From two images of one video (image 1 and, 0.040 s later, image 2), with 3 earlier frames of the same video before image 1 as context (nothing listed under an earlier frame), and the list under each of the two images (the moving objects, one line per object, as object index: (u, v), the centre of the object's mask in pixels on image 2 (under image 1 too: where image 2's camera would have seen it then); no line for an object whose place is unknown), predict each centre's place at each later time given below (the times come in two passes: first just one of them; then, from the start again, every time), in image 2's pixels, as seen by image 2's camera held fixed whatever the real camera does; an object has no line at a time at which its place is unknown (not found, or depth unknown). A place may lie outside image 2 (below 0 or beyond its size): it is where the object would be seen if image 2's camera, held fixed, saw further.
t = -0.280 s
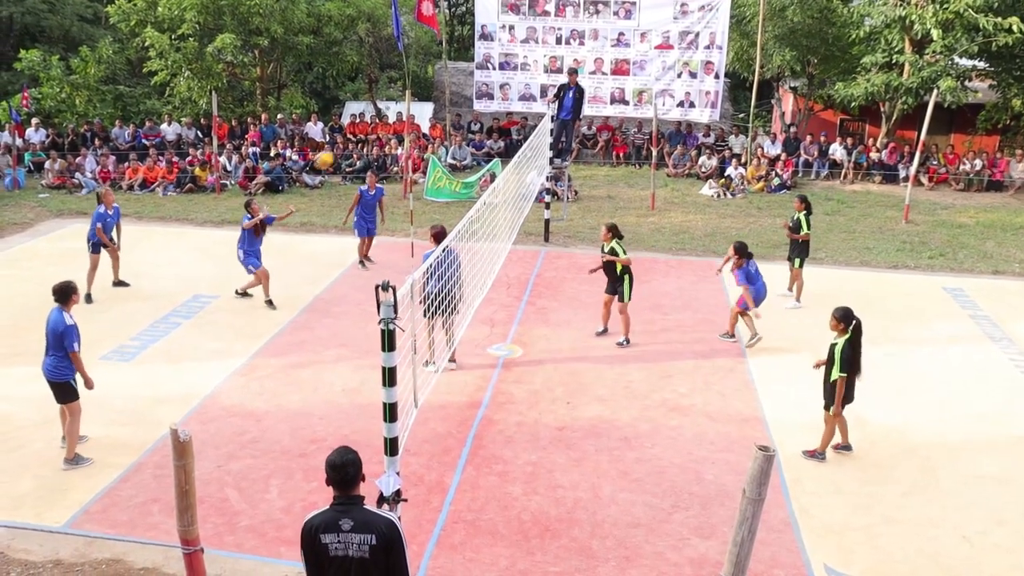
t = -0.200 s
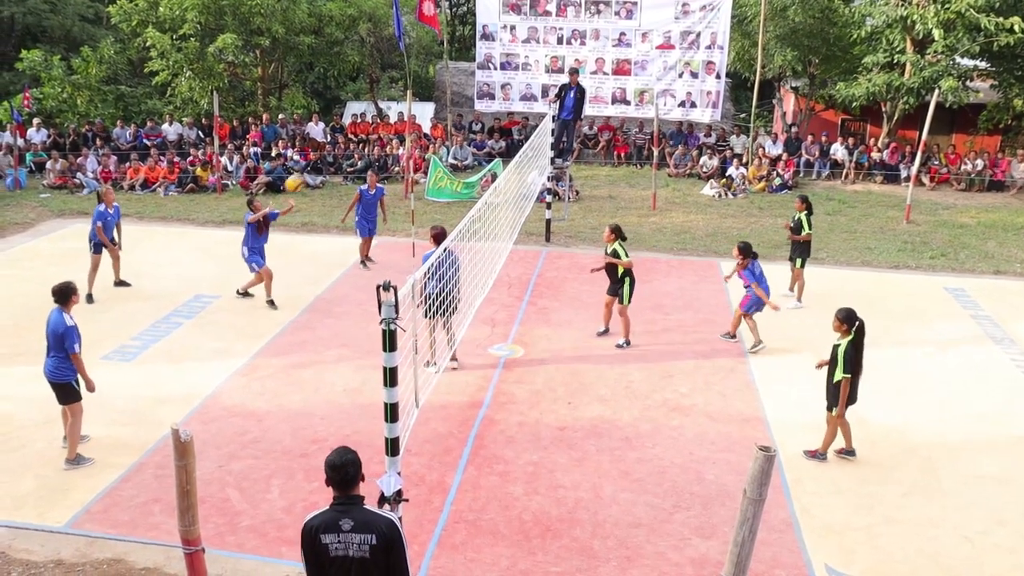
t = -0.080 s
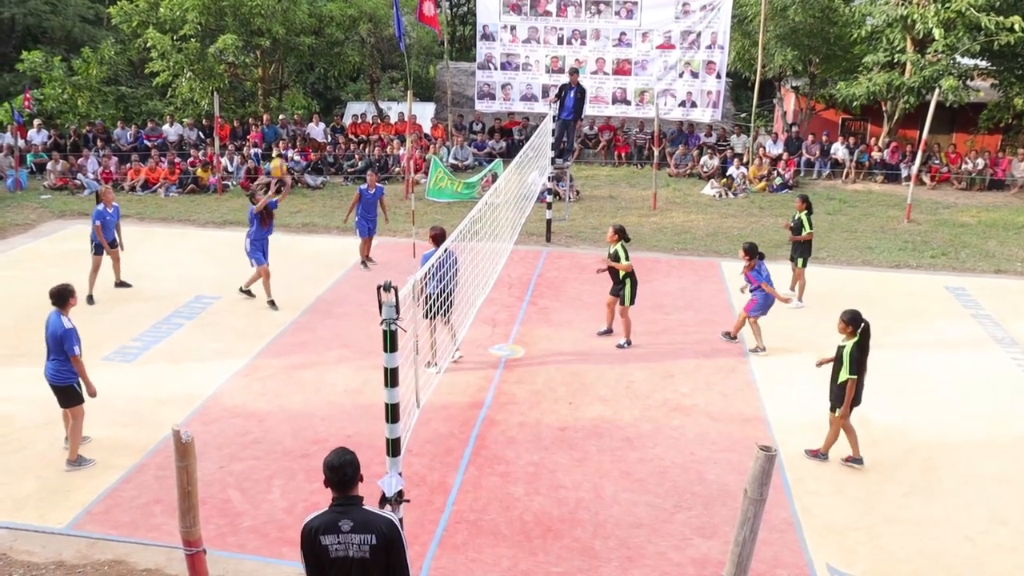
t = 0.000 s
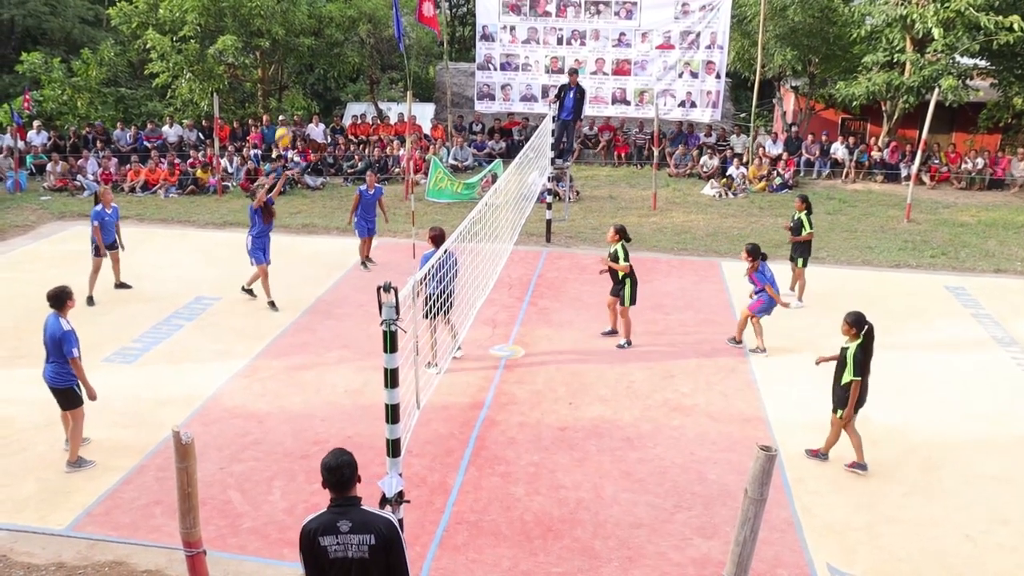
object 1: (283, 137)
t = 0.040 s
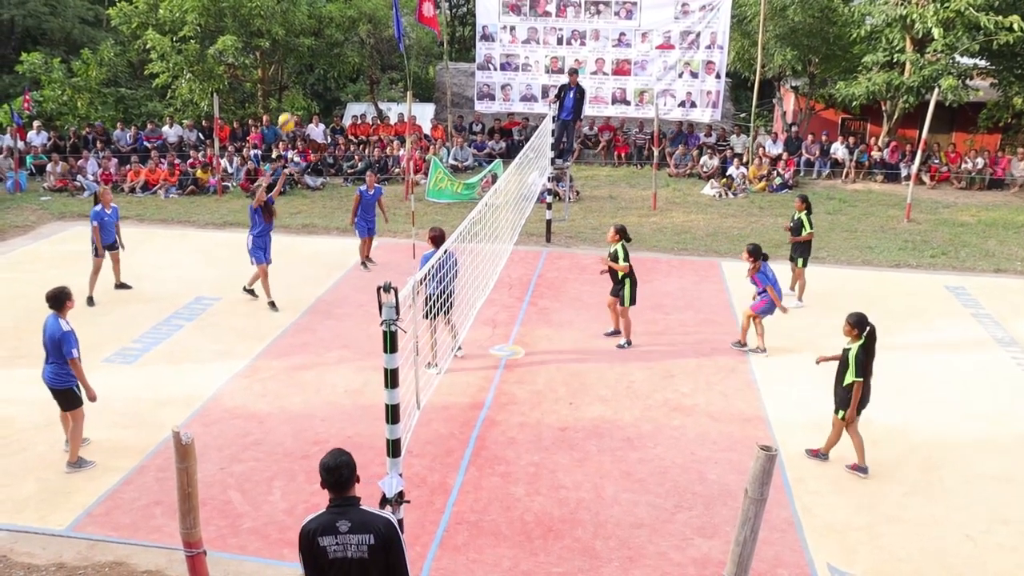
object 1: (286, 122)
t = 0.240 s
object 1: (303, 68)
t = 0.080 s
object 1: (289, 109)
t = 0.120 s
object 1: (293, 97)
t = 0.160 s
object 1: (296, 86)
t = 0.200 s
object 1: (299, 77)
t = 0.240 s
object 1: (303, 68)
